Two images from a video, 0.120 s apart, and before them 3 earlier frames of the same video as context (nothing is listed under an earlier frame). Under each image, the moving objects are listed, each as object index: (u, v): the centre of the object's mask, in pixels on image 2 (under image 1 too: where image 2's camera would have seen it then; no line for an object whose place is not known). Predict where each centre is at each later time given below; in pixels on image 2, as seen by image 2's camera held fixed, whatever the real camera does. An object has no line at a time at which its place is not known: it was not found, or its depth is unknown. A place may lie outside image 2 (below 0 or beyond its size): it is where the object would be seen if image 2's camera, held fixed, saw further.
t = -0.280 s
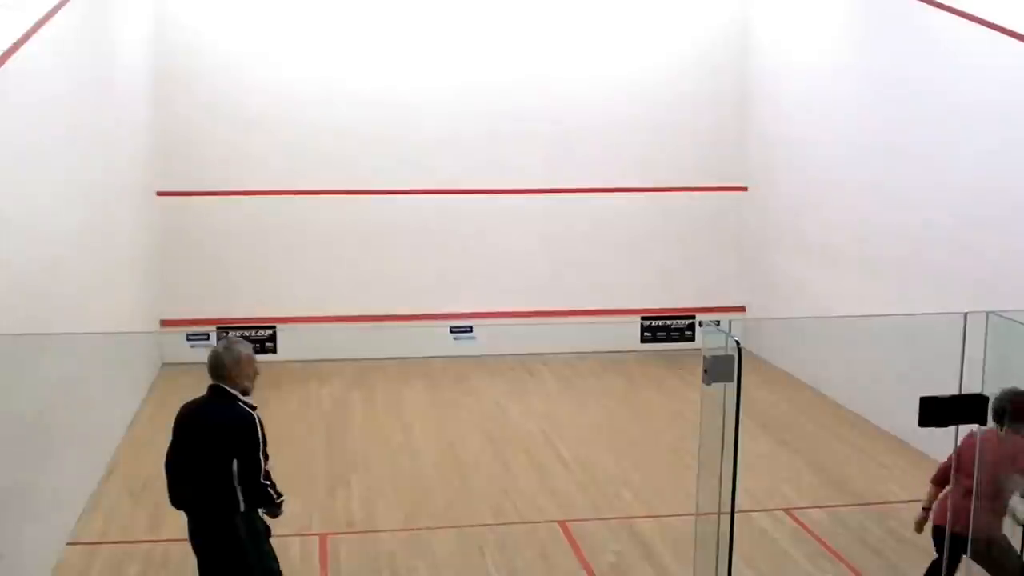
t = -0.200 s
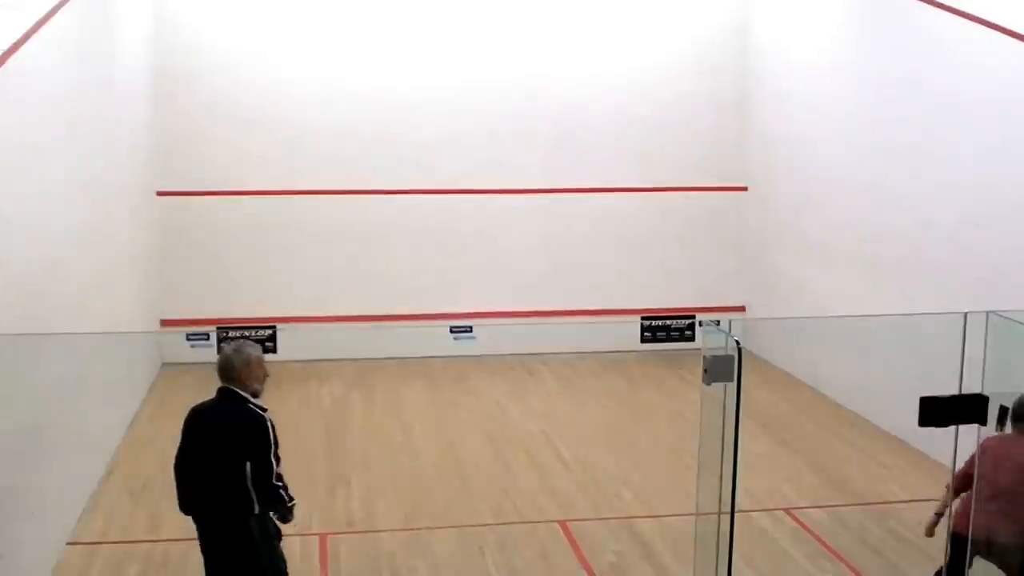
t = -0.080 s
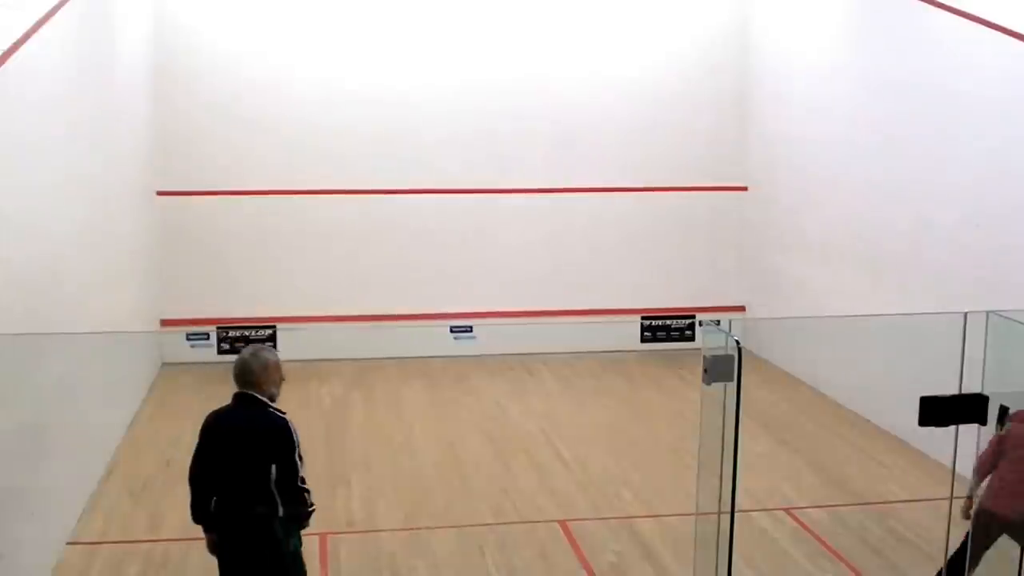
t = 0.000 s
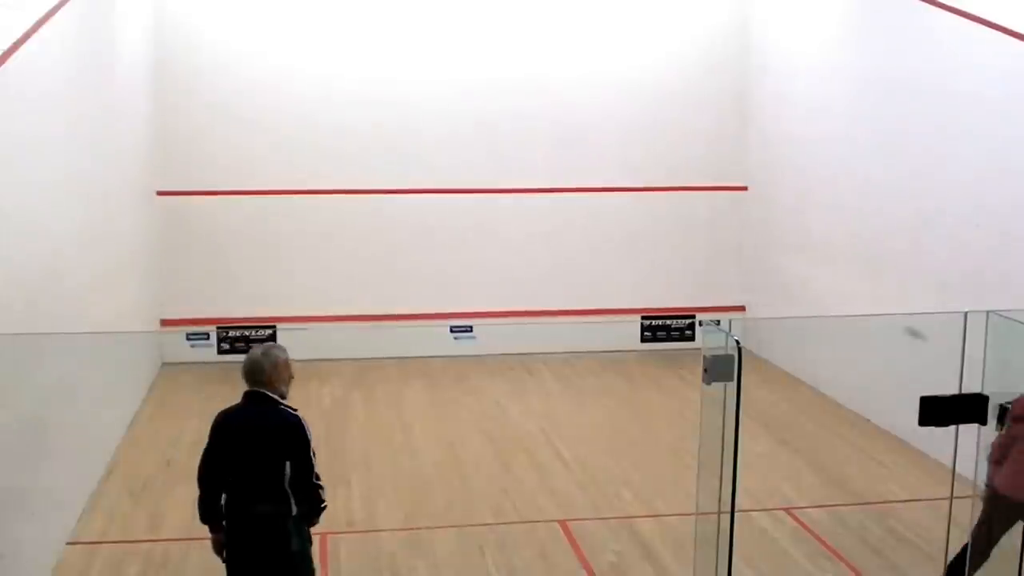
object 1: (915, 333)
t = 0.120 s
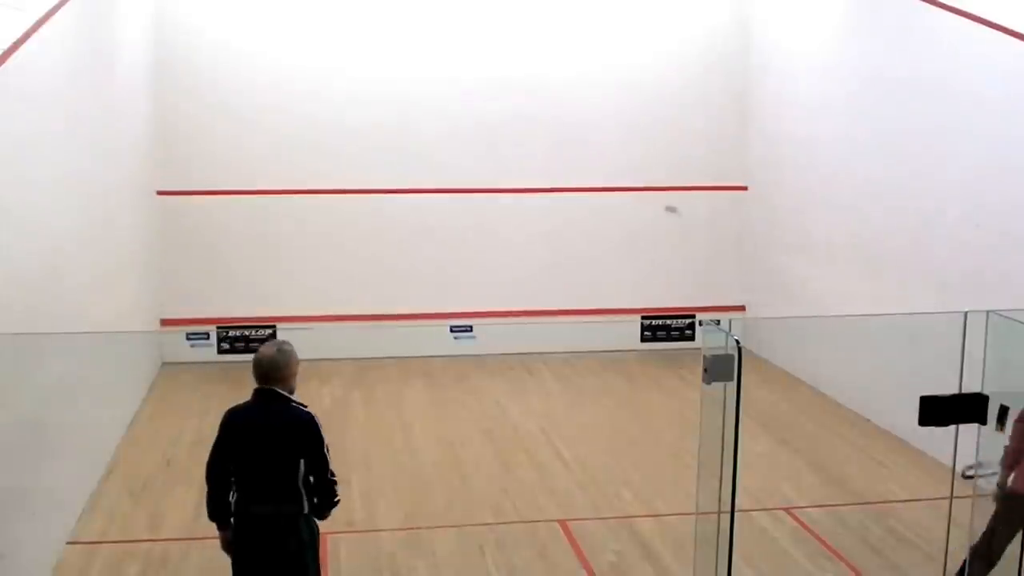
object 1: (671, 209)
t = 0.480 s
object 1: (333, 106)
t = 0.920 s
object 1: (92, 250)
